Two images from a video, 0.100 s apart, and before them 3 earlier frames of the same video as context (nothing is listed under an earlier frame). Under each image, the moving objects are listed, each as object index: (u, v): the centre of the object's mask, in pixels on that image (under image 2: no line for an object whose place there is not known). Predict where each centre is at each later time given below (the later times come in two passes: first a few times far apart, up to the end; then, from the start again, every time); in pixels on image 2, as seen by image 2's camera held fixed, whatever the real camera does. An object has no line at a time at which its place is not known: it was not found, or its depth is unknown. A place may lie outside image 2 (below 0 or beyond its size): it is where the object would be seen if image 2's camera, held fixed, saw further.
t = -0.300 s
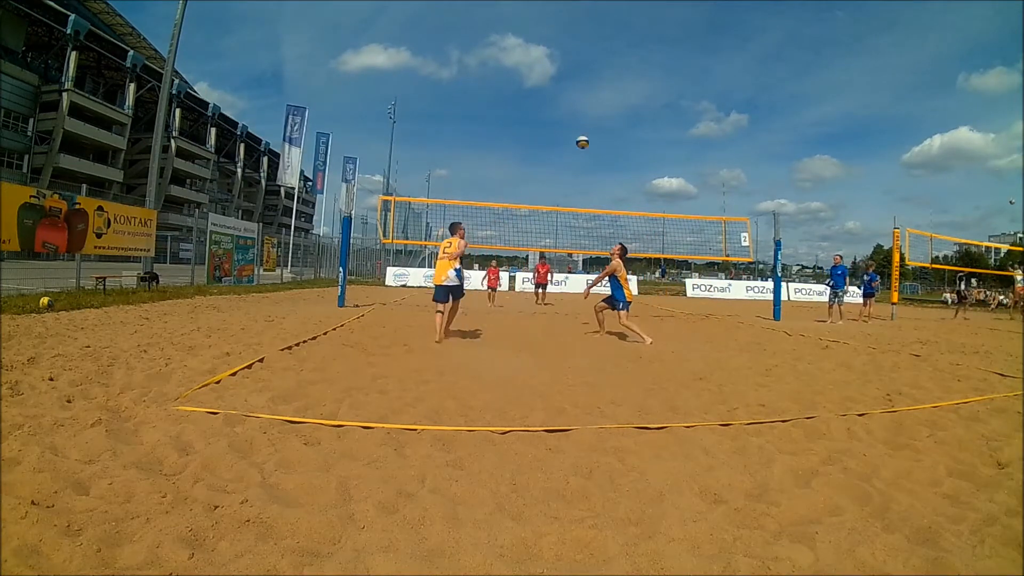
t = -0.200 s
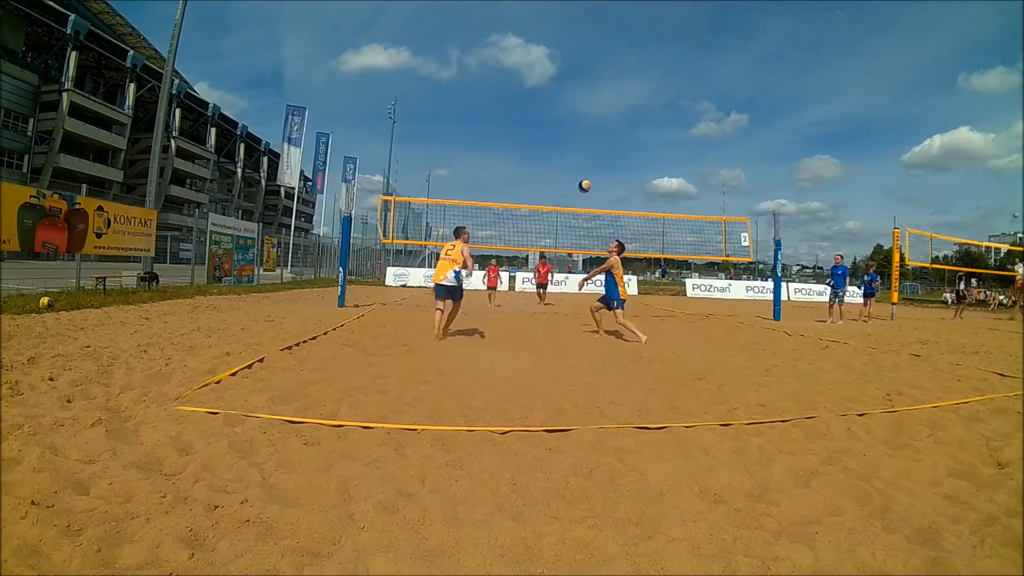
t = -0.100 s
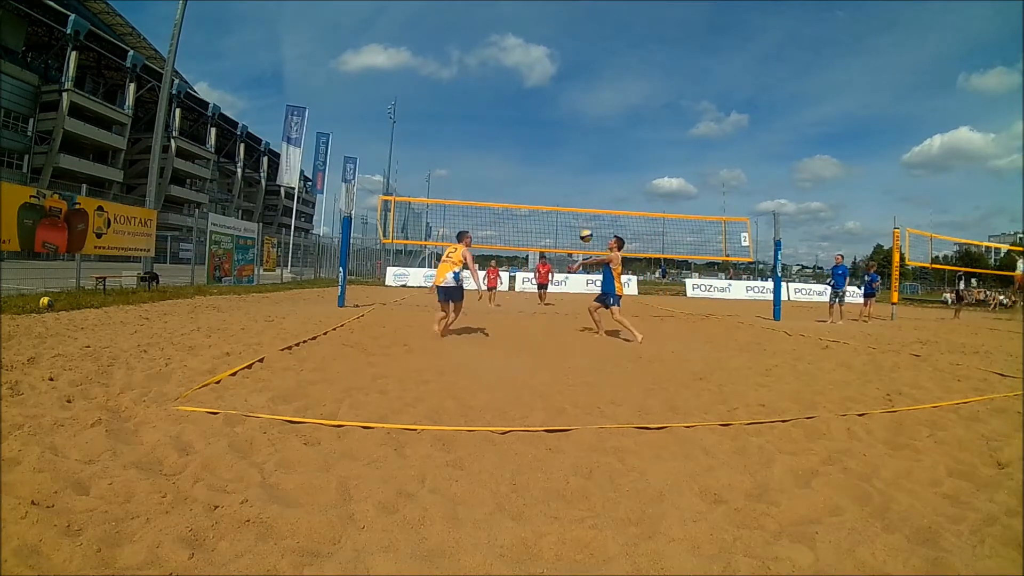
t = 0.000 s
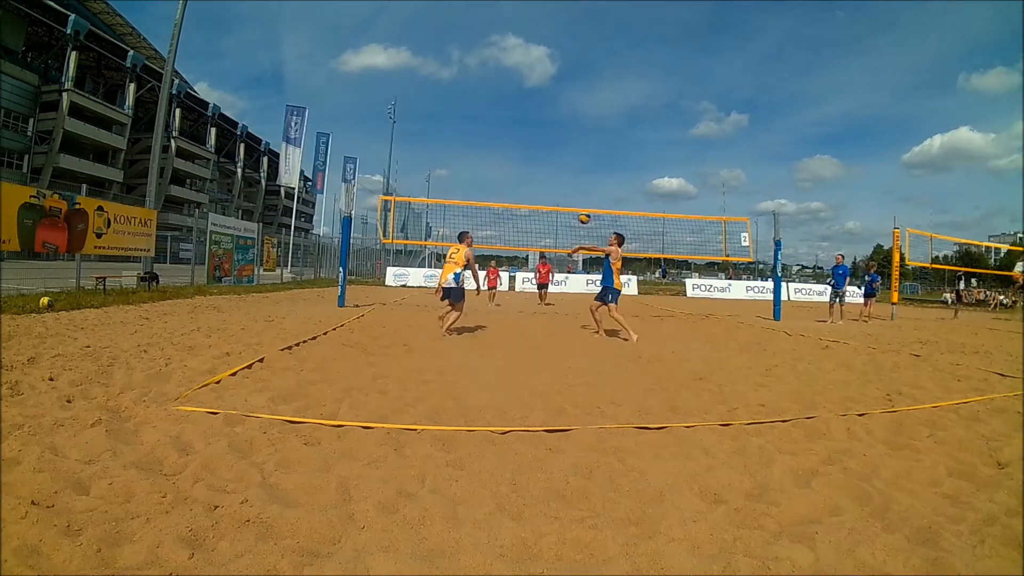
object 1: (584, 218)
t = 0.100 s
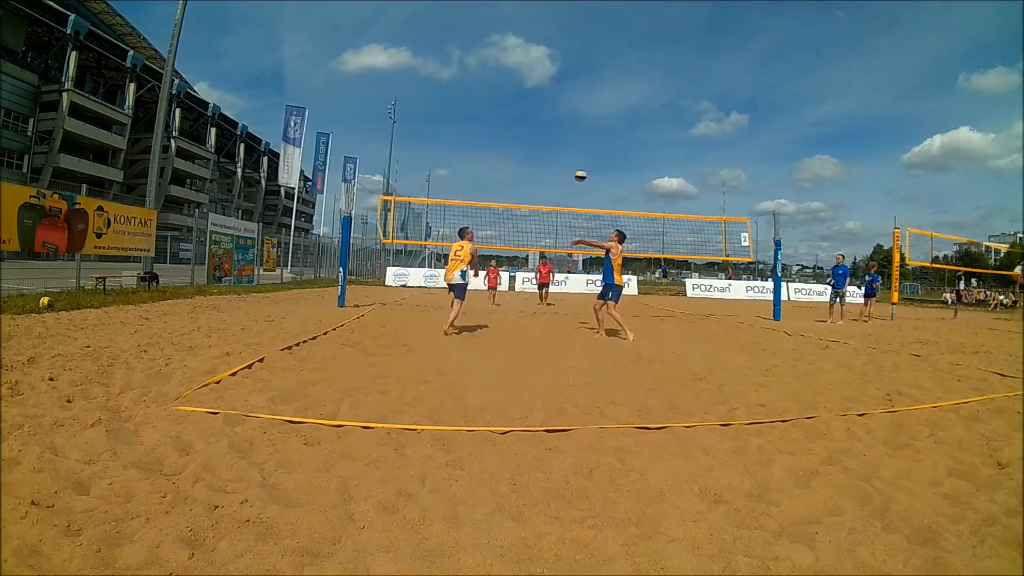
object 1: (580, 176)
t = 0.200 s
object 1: (576, 141)
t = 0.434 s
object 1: (567, 85)
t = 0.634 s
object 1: (559, 62)
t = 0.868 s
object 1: (549, 61)
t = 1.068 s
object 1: (540, 82)
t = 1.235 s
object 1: (533, 115)
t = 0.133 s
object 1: (579, 163)
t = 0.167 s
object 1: (577, 152)
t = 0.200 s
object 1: (576, 141)
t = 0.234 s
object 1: (575, 131)
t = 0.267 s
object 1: (573, 121)
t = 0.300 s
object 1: (572, 113)
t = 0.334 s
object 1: (570, 105)
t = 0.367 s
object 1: (569, 98)
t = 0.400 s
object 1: (568, 91)
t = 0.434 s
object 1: (567, 85)
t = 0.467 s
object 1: (565, 80)
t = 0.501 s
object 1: (564, 75)
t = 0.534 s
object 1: (563, 71)
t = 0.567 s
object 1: (561, 68)
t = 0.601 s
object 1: (560, 65)
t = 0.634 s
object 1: (559, 62)
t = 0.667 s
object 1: (557, 61)
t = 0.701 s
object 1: (556, 60)
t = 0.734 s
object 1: (554, 59)
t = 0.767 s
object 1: (553, 59)
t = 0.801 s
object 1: (552, 59)
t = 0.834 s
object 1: (551, 60)
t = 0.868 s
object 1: (549, 61)
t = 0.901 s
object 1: (548, 64)
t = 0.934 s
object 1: (546, 66)
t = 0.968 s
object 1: (545, 69)
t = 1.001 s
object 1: (543, 73)
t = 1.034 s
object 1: (541, 77)
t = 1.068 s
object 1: (540, 82)
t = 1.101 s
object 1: (539, 88)
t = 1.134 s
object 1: (538, 94)
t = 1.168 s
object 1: (536, 100)
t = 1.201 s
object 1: (534, 107)
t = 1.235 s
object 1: (533, 115)
